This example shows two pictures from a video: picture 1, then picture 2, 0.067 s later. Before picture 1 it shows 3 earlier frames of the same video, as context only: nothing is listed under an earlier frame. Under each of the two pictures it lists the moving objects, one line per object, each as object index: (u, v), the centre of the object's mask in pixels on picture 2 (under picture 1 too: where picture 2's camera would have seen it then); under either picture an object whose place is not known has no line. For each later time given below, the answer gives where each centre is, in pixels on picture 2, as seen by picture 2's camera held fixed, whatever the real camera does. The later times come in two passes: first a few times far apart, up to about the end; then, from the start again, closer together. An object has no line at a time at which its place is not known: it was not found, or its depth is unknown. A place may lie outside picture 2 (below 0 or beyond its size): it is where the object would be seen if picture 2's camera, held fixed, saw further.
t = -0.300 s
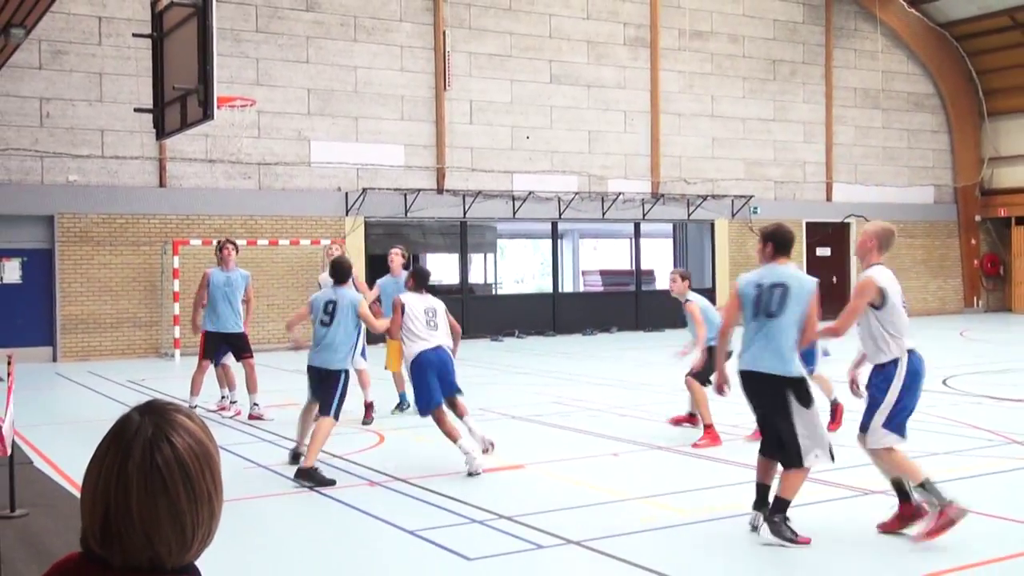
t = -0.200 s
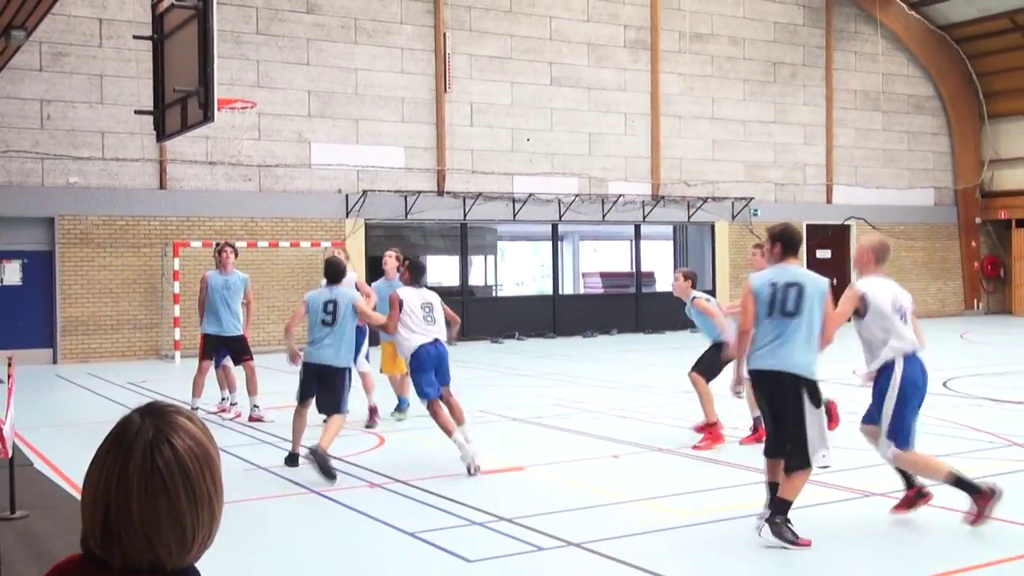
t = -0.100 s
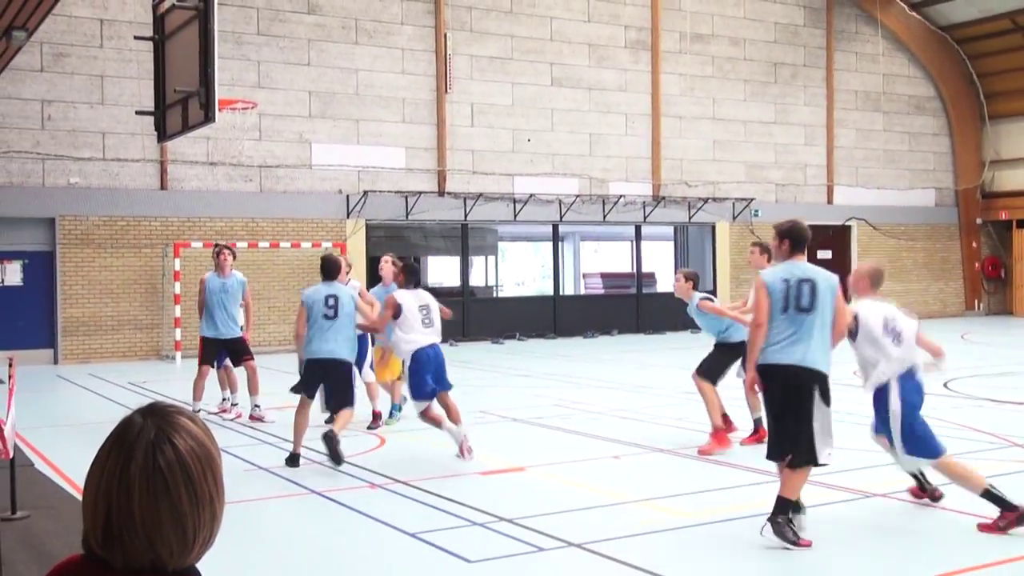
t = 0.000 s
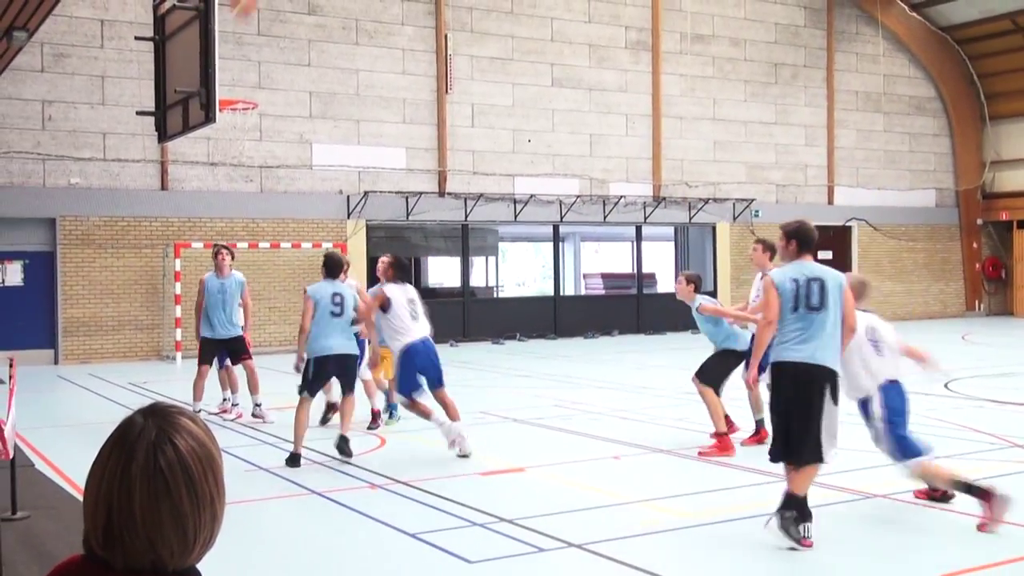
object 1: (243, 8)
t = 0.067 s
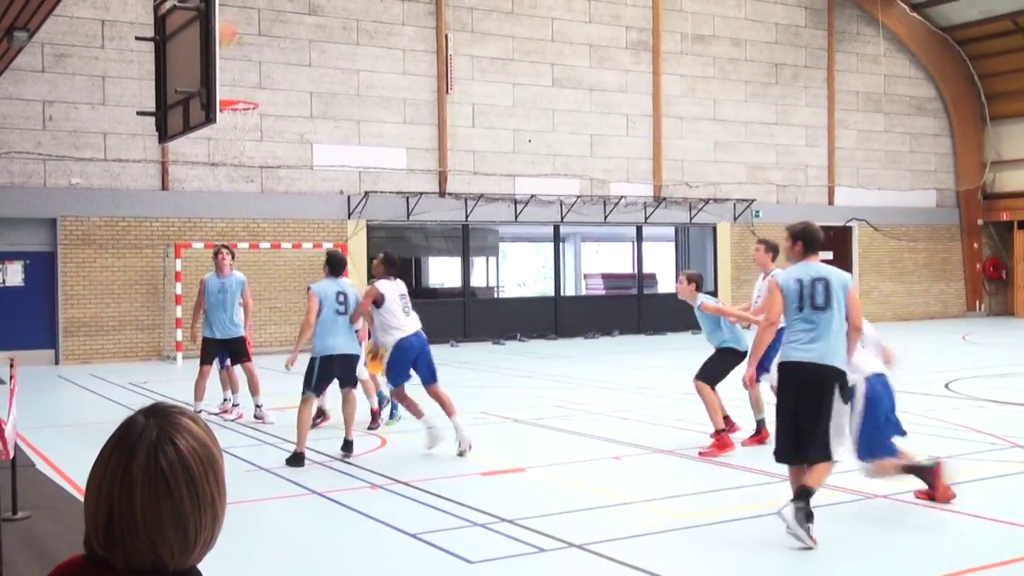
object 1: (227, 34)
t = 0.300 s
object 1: (244, 70)
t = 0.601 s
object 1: (324, 90)
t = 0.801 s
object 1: (373, 150)
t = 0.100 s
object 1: (223, 50)
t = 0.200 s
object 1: (224, 84)
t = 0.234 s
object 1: (228, 79)
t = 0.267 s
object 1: (235, 73)
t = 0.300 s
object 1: (244, 70)
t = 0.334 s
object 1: (252, 68)
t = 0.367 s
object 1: (262, 65)
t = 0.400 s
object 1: (272, 66)
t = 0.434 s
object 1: (280, 67)
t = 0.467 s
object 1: (290, 69)
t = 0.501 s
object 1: (298, 73)
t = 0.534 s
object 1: (307, 77)
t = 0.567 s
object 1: (316, 82)
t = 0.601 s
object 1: (324, 90)
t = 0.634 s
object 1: (332, 97)
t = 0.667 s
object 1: (341, 105)
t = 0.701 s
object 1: (348, 115)
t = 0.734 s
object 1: (357, 125)
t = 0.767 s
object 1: (366, 137)
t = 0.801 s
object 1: (373, 150)
